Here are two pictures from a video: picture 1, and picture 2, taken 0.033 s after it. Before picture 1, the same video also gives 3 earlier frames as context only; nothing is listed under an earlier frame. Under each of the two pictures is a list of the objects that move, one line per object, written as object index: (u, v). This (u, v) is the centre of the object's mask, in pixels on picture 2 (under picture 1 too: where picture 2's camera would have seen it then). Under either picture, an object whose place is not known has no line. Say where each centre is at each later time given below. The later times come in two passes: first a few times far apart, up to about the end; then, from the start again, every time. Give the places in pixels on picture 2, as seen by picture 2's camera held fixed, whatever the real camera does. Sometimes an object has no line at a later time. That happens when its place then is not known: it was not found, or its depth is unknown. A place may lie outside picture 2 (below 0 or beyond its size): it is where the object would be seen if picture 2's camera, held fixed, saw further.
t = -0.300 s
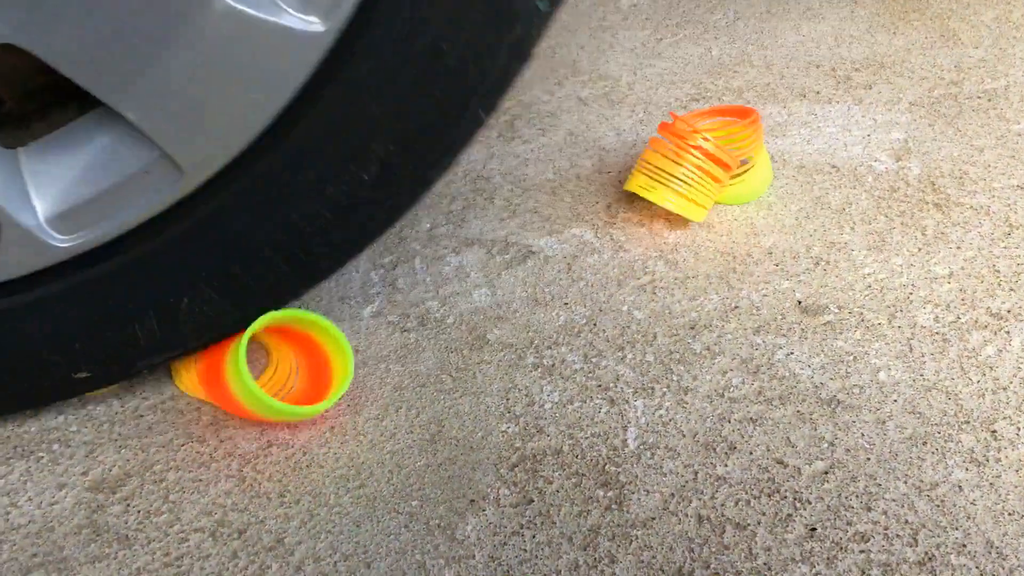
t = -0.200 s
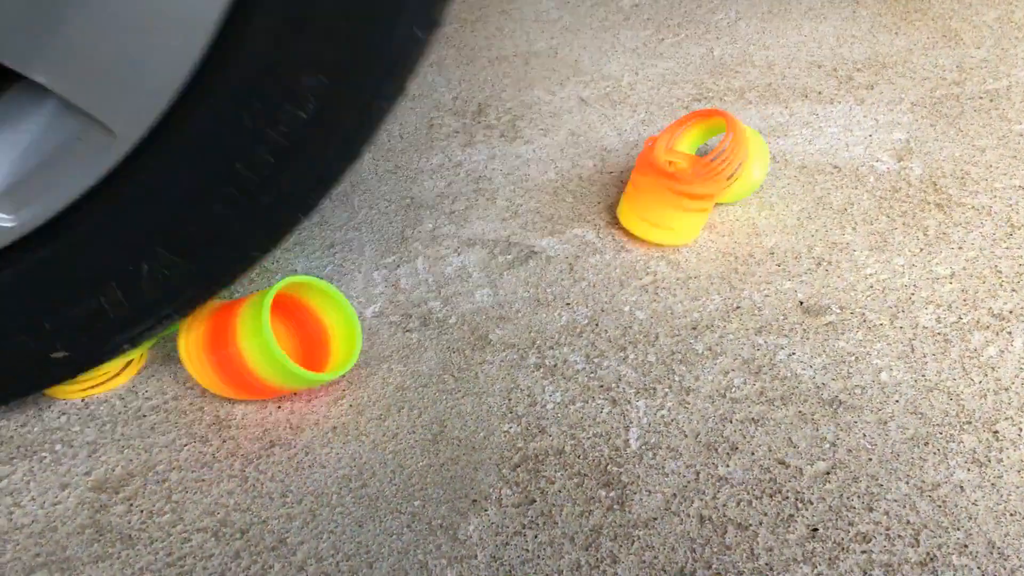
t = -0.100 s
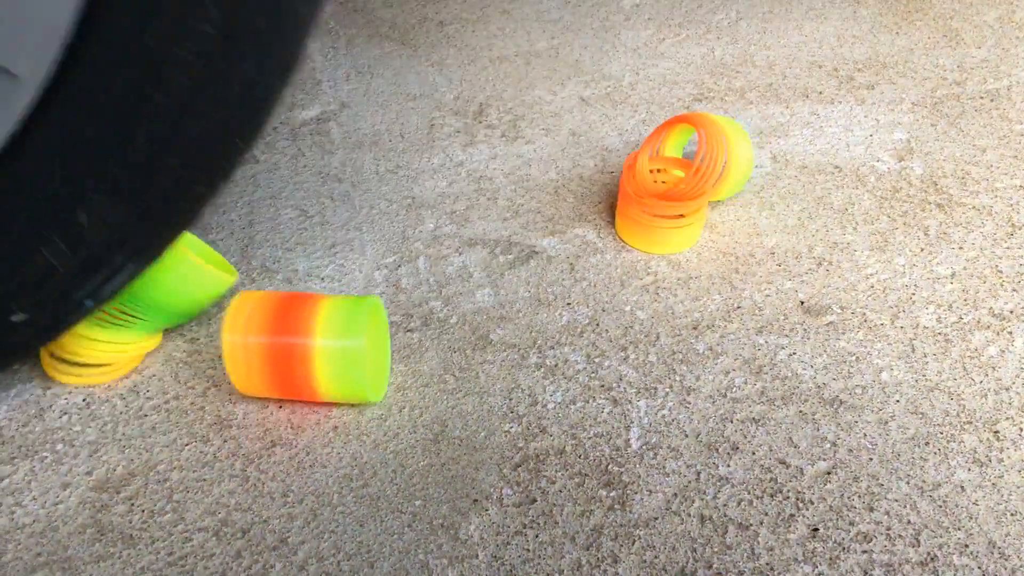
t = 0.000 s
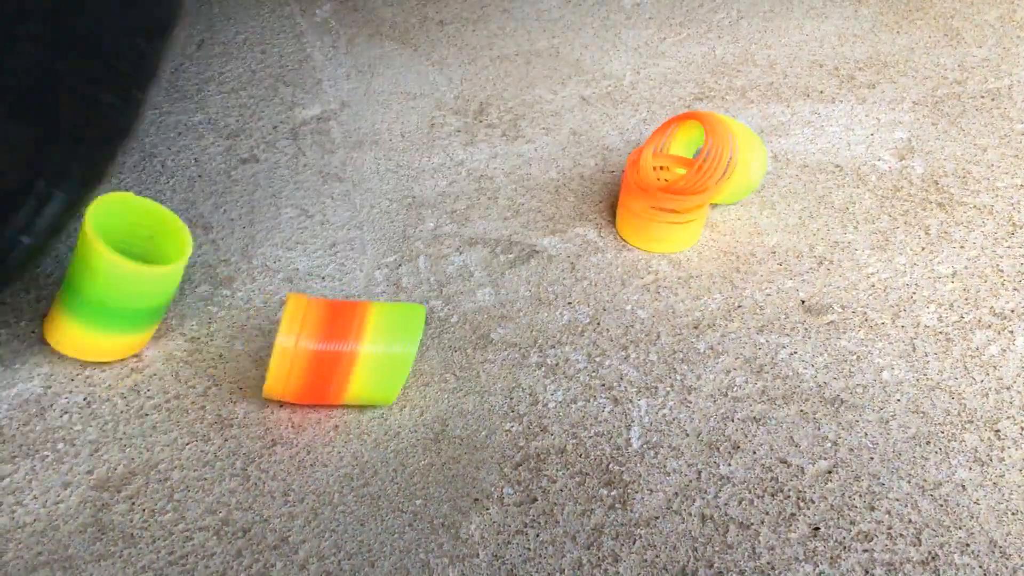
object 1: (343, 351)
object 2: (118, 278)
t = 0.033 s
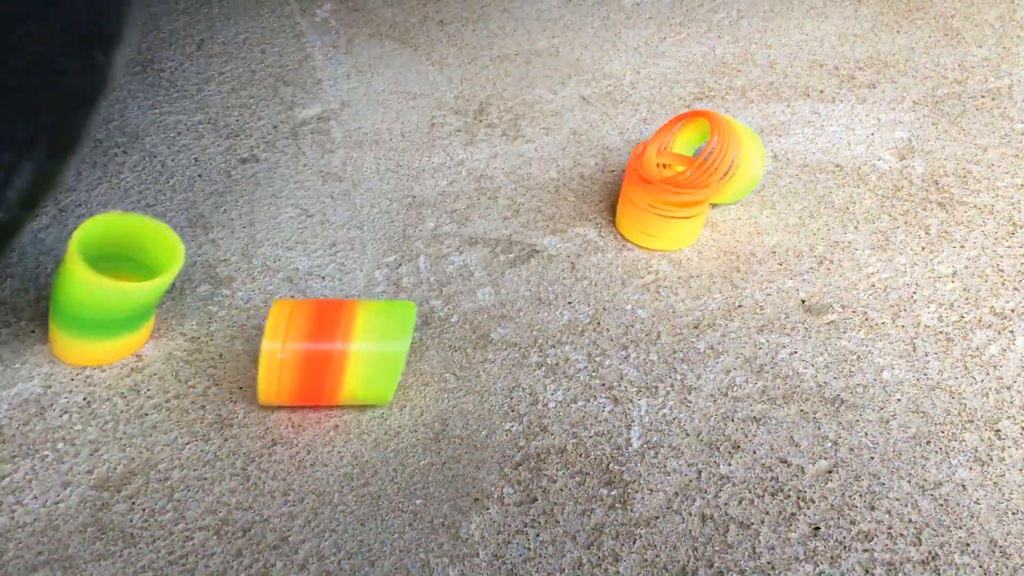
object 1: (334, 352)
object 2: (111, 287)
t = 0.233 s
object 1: (312, 358)
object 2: (70, 294)
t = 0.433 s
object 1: (306, 372)
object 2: (75, 292)
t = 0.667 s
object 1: (311, 394)
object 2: (77, 293)
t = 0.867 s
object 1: (304, 416)
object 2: (78, 293)
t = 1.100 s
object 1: (297, 447)
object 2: (78, 293)
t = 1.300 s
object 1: (294, 477)
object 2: (79, 293)
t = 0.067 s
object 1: (317, 353)
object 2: (94, 292)
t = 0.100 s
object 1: (306, 354)
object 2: (78, 293)
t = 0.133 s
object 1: (301, 356)
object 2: (71, 294)
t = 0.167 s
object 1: (303, 357)
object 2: (68, 296)
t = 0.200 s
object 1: (306, 357)
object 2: (69, 295)
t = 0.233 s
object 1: (312, 358)
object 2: (70, 294)
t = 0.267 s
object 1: (321, 360)
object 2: (71, 294)
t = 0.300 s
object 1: (326, 363)
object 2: (73, 292)
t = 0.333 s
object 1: (325, 365)
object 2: (75, 292)
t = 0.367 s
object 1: (319, 367)
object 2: (75, 292)
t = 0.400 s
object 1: (312, 370)
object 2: (75, 292)
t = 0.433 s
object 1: (306, 372)
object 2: (75, 292)
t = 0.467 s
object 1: (304, 376)
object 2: (76, 292)
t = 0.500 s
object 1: (305, 379)
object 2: (76, 292)
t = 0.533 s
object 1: (306, 381)
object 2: (76, 292)
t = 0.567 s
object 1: (308, 384)
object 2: (76, 292)
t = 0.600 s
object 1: (310, 387)
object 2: (76, 293)
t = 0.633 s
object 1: (312, 391)
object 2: (77, 293)
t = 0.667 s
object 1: (311, 394)
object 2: (77, 293)
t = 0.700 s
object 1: (309, 398)
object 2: (77, 293)
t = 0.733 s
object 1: (305, 401)
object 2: (77, 293)
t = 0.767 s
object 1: (302, 404)
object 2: (78, 293)
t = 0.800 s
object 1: (301, 407)
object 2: (78, 293)
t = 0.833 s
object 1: (302, 411)
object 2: (78, 293)
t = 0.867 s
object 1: (304, 416)
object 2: (78, 293)
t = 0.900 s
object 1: (305, 420)
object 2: (78, 293)
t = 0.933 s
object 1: (305, 424)
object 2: (78, 293)
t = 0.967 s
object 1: (304, 428)
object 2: (78, 293)
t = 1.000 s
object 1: (302, 433)
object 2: (78, 293)
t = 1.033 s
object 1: (300, 437)
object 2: (78, 293)
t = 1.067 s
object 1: (298, 442)
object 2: (78, 293)
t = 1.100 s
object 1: (297, 447)
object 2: (78, 293)
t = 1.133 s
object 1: (297, 452)
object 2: (78, 293)
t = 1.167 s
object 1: (298, 456)
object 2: (79, 293)
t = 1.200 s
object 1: (299, 462)
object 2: (79, 293)
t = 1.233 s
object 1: (298, 467)
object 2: (79, 294)
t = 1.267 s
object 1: (297, 472)
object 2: (79, 294)
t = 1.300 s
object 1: (294, 477)
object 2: (79, 293)
